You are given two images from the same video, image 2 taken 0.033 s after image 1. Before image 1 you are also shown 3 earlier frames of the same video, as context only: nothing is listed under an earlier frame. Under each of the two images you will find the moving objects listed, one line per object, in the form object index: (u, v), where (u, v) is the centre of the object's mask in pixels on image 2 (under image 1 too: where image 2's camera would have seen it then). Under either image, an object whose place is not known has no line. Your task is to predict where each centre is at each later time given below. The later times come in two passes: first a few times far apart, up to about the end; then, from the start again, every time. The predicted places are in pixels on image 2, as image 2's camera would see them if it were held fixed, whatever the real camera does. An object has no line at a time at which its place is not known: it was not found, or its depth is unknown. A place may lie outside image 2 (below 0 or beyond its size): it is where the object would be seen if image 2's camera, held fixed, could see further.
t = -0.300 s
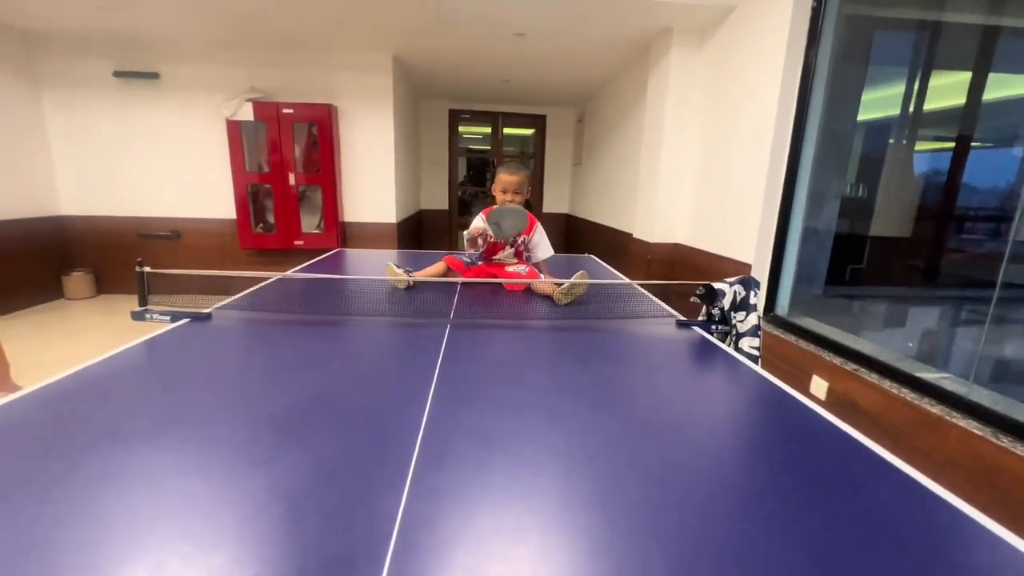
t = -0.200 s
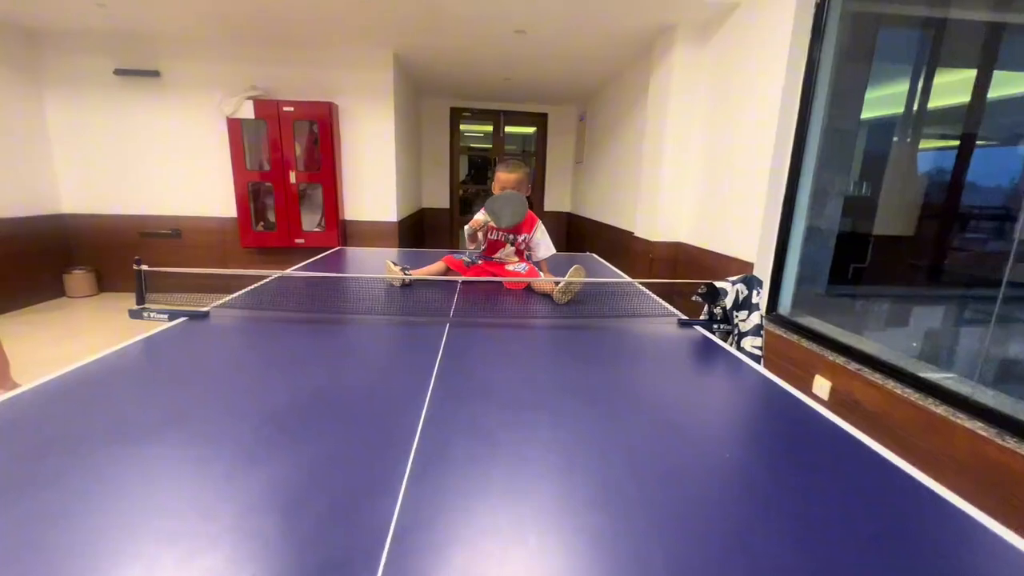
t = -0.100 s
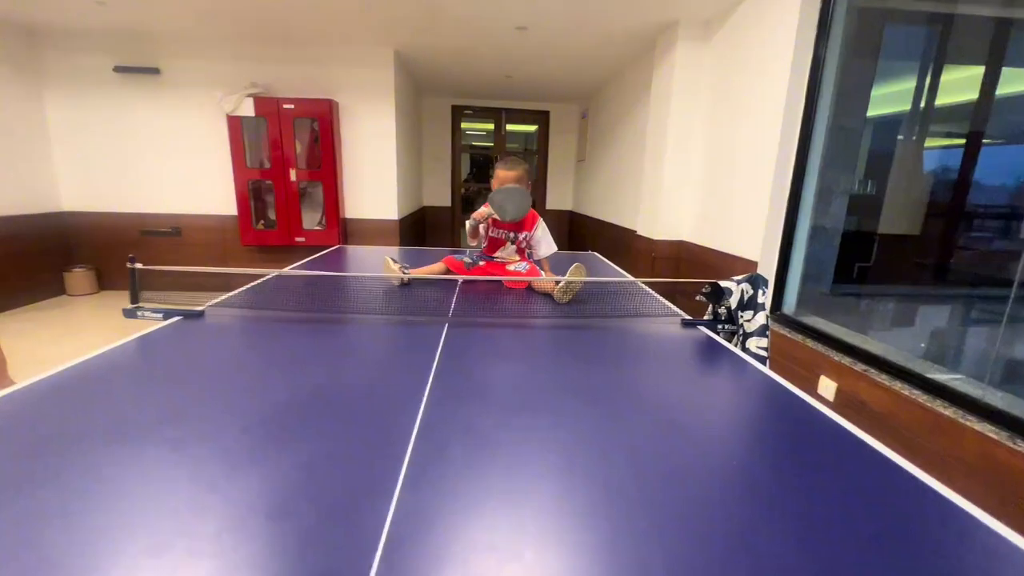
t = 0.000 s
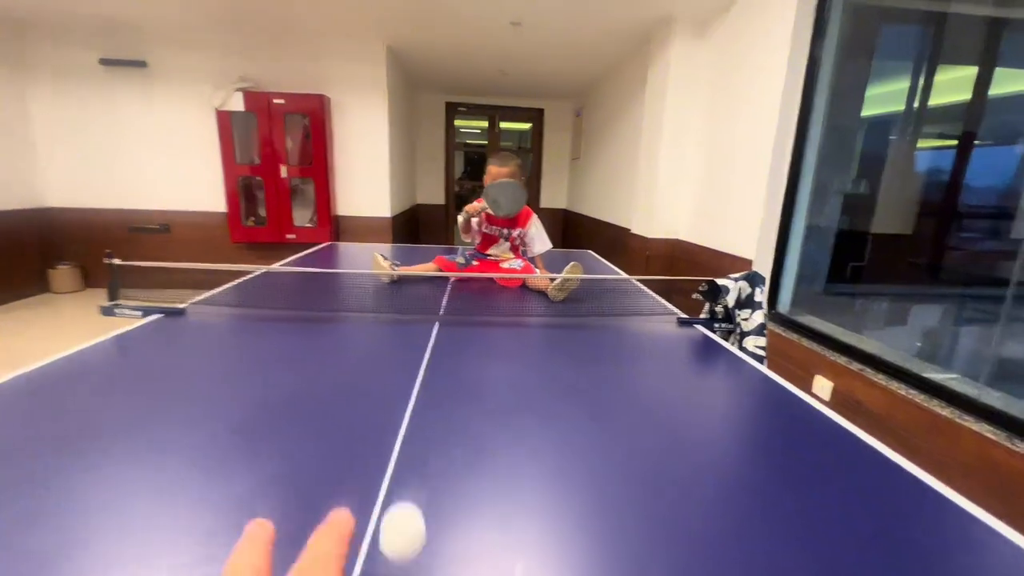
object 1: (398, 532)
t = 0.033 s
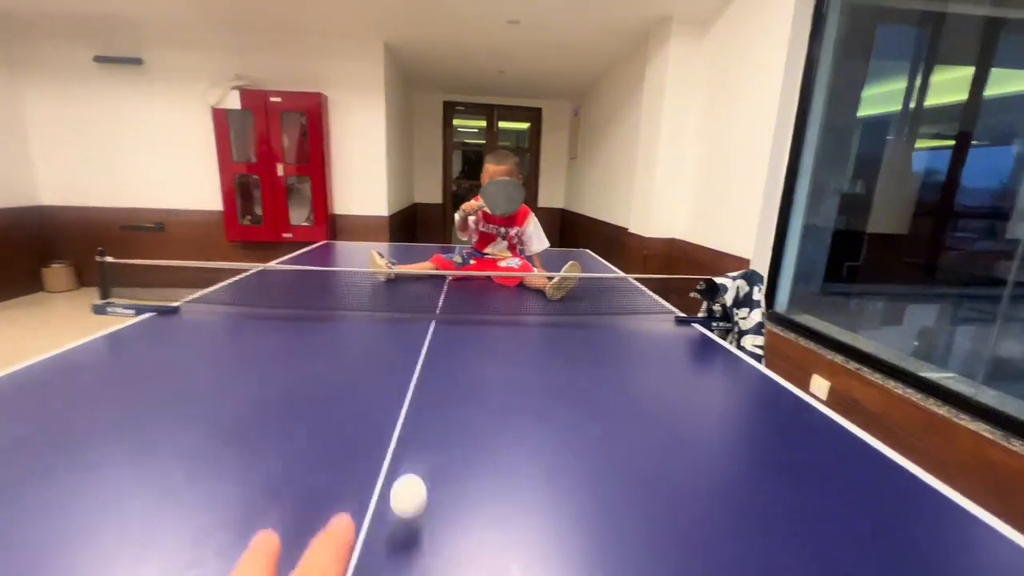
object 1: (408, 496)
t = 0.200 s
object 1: (431, 317)
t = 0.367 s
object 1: (441, 293)
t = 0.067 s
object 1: (415, 442)
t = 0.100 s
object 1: (419, 389)
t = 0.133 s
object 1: (424, 353)
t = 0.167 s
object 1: (427, 330)
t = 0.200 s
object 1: (431, 317)
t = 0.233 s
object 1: (433, 311)
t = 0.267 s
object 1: (436, 311)
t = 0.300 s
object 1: (437, 315)
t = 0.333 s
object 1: (439, 306)
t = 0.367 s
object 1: (441, 293)
